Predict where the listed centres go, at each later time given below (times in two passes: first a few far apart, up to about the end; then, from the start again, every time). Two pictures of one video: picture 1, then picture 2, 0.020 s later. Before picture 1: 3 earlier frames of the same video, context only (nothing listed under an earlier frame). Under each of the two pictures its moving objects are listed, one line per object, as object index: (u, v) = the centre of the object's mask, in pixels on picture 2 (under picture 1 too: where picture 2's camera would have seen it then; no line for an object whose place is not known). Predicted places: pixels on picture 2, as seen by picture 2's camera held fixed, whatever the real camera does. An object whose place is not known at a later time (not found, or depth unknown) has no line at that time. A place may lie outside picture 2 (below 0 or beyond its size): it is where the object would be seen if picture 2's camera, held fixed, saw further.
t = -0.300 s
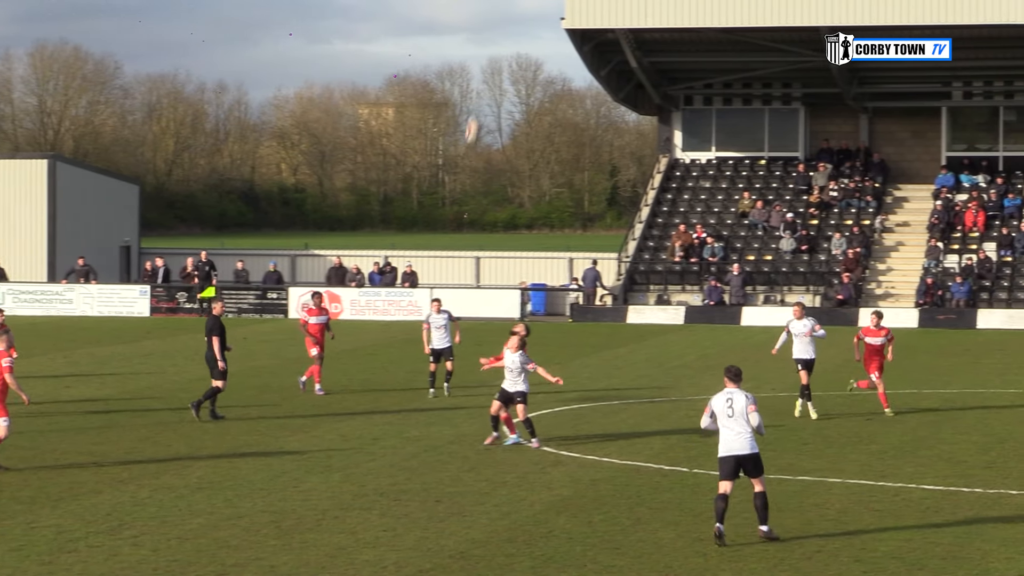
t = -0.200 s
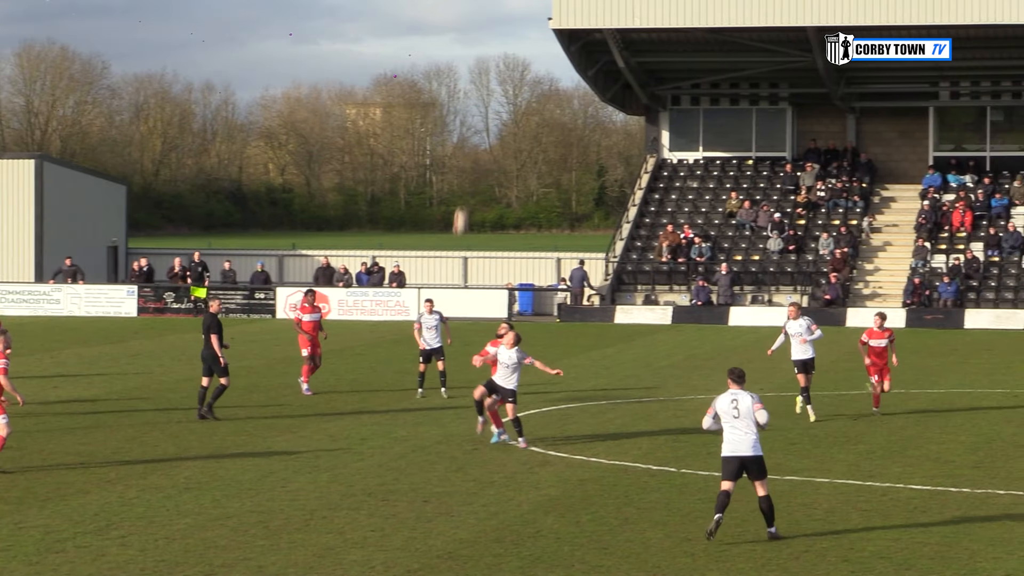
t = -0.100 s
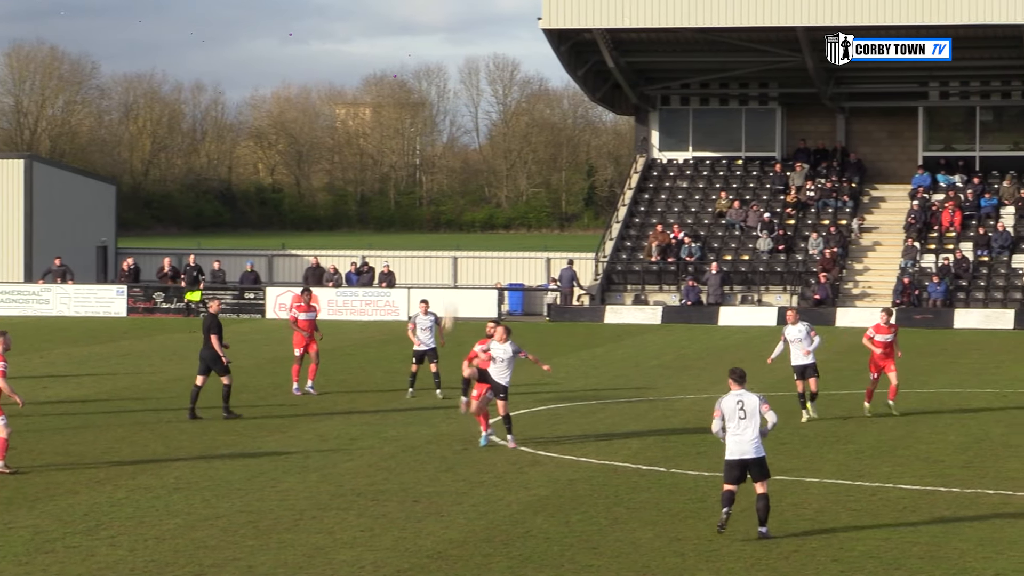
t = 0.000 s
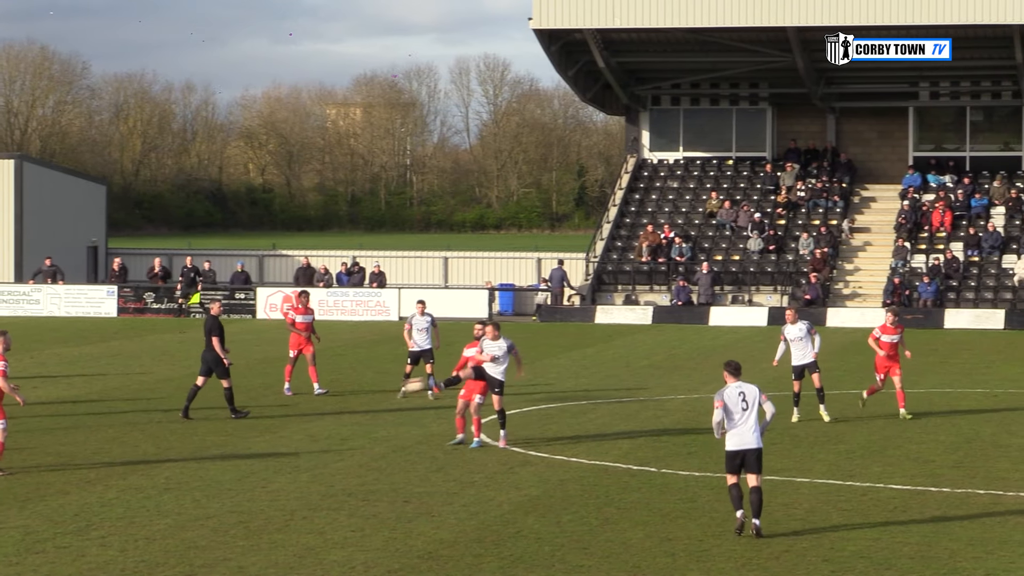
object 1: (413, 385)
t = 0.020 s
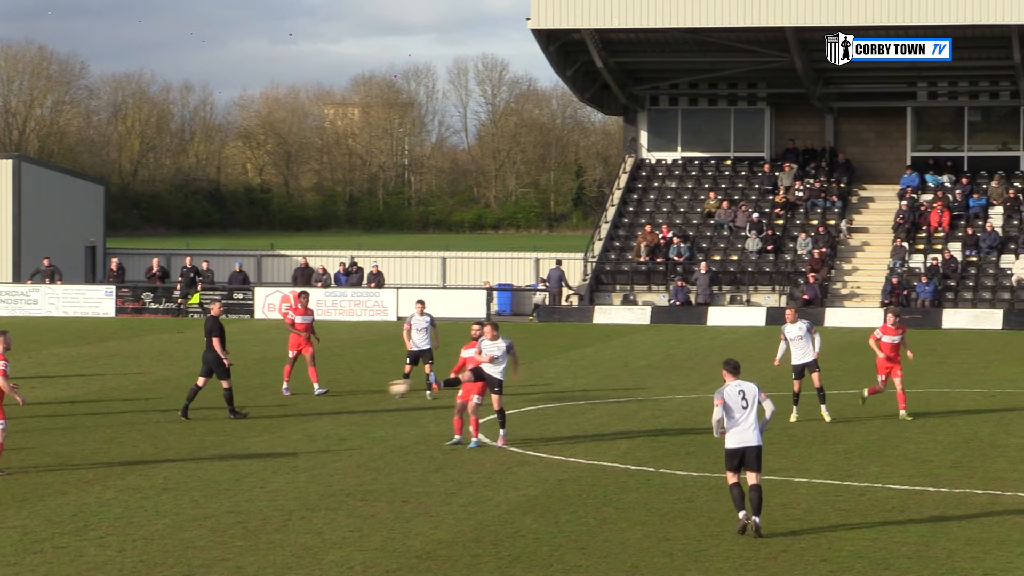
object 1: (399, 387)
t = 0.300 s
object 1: (228, 441)
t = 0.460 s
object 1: (162, 415)
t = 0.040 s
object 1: (387, 389)
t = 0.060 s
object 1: (374, 391)
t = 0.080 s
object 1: (361, 394)
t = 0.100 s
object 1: (349, 397)
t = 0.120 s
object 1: (336, 400)
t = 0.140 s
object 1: (323, 405)
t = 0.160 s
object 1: (311, 408)
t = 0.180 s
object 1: (298, 412)
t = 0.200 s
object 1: (287, 417)
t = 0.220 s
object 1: (274, 422)
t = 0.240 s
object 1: (262, 428)
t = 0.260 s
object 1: (250, 433)
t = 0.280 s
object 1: (239, 439)
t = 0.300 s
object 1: (228, 441)
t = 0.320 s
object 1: (220, 437)
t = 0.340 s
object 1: (212, 433)
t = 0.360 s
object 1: (203, 429)
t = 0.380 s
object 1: (195, 425)
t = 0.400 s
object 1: (187, 422)
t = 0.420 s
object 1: (179, 419)
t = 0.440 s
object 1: (170, 417)
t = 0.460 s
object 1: (162, 415)
